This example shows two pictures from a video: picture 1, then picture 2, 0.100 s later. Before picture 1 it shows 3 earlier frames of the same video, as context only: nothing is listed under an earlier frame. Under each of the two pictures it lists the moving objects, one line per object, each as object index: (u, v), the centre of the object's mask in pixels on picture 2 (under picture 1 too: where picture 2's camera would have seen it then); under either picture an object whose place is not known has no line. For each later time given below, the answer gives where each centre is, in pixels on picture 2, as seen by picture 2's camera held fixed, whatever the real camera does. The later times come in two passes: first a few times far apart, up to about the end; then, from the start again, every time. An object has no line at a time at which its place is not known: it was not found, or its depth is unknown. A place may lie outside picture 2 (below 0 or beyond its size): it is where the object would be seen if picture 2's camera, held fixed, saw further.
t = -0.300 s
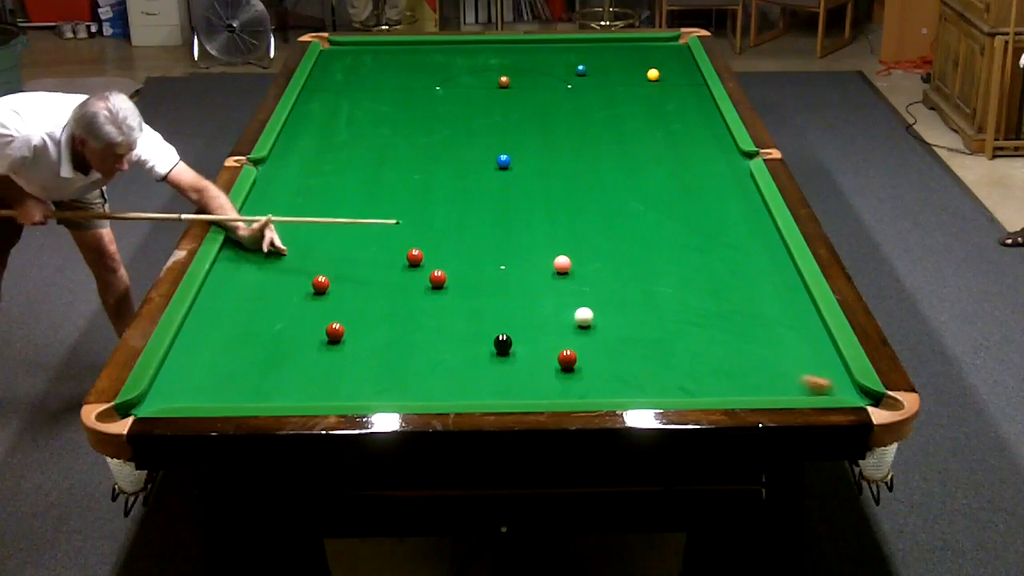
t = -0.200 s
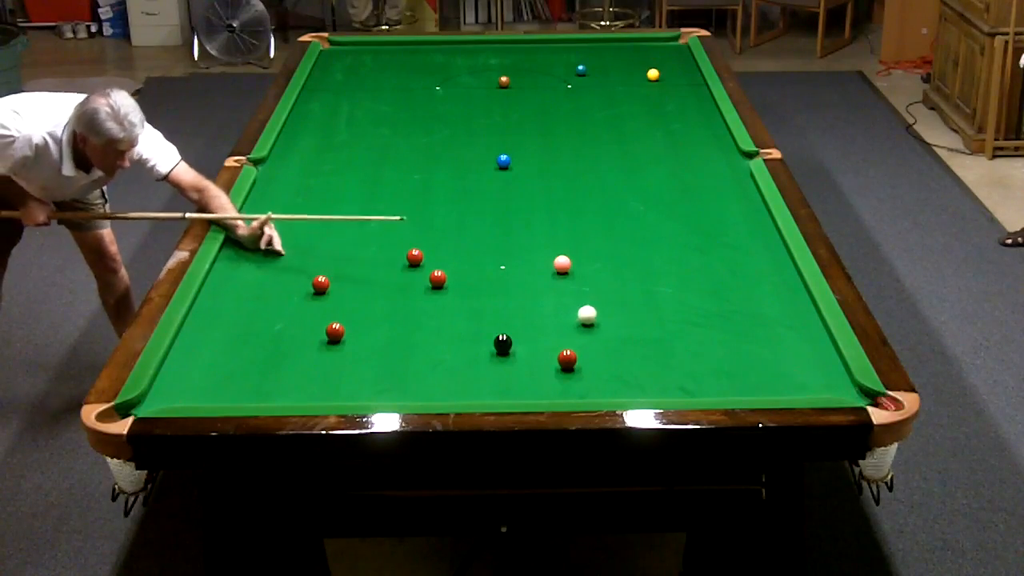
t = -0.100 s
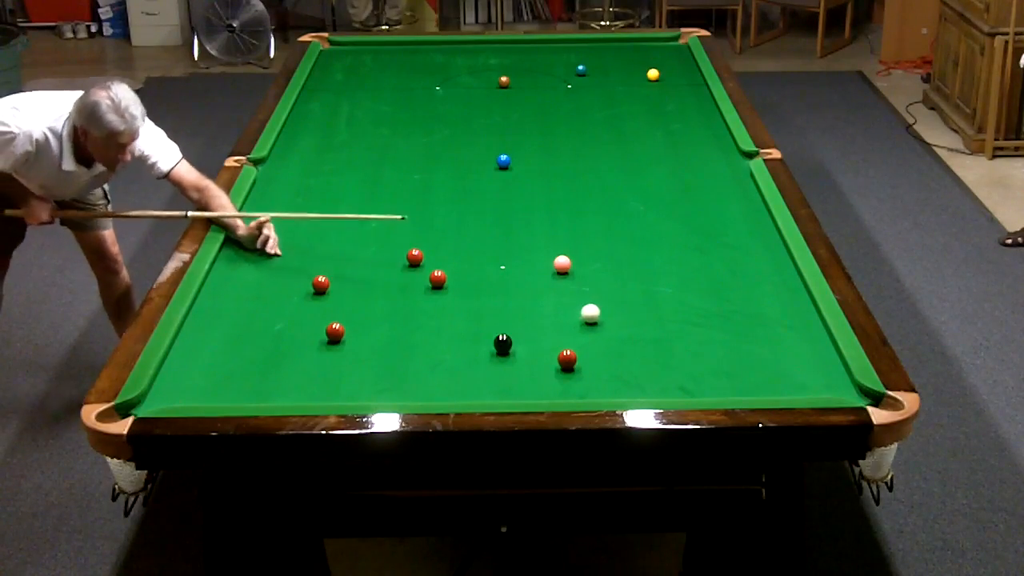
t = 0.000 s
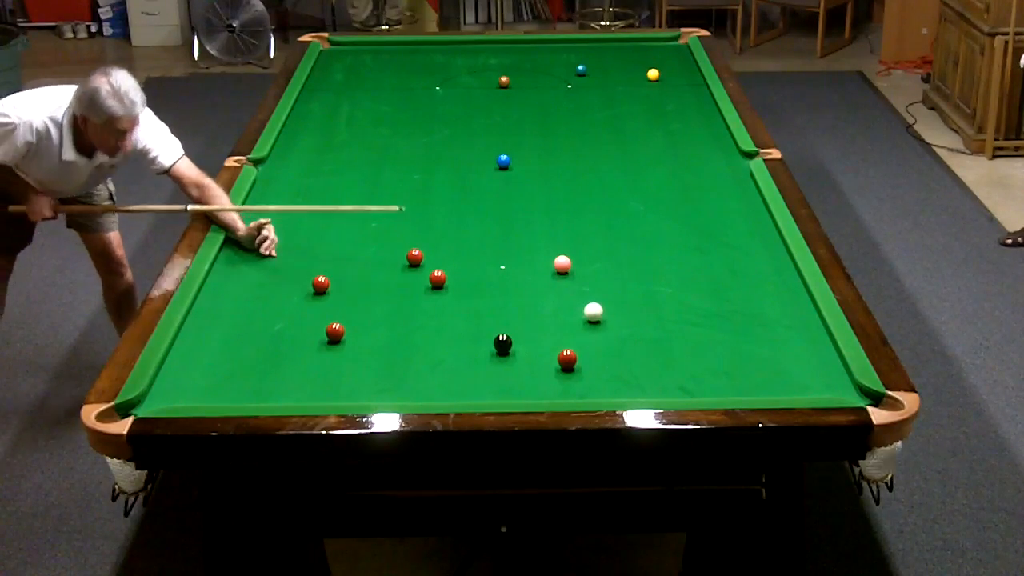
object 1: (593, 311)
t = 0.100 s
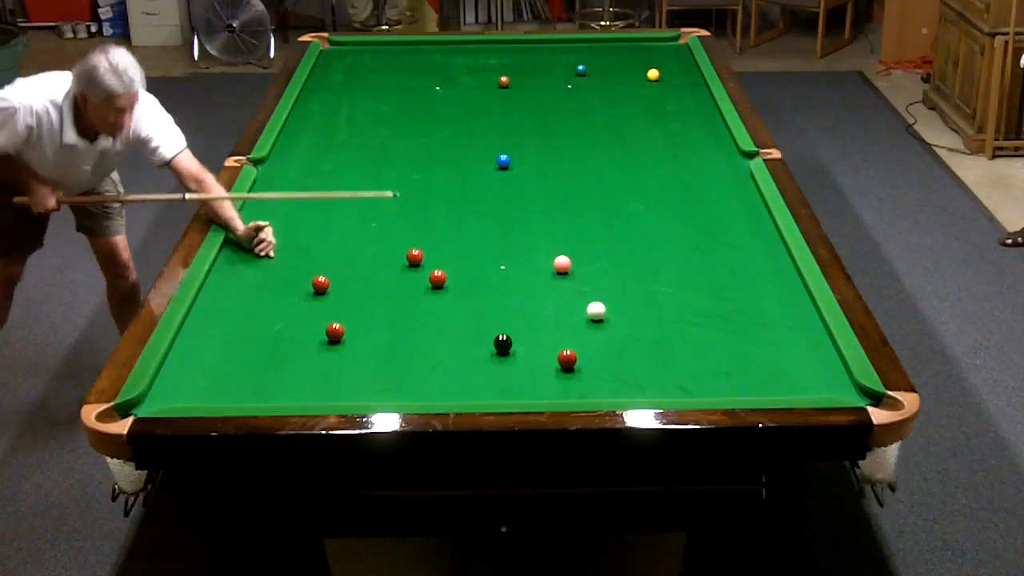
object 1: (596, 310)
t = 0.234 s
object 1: (599, 309)
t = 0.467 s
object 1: (604, 307)
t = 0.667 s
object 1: (607, 305)
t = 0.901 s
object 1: (608, 305)
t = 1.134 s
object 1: (609, 305)
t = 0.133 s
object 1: (597, 310)
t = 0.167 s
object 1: (597, 310)
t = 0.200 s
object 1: (598, 309)
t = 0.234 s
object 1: (599, 309)
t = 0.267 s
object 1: (600, 308)
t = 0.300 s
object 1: (601, 308)
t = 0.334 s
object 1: (601, 308)
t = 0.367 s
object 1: (602, 307)
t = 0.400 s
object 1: (603, 307)
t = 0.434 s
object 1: (603, 307)
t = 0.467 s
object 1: (604, 307)
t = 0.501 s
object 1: (605, 307)
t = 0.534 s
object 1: (605, 306)
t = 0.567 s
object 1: (606, 306)
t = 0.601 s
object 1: (606, 306)
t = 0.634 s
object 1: (606, 306)
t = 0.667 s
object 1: (607, 305)
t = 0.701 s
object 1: (607, 305)
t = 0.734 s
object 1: (607, 305)
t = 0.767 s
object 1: (608, 305)
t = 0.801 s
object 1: (608, 305)
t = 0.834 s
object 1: (608, 305)
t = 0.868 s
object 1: (608, 305)
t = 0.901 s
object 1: (608, 305)
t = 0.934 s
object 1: (609, 305)
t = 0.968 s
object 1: (609, 305)
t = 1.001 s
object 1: (609, 305)
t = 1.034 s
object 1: (609, 305)
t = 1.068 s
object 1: (609, 305)
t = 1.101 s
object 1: (609, 305)
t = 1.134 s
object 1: (609, 305)
